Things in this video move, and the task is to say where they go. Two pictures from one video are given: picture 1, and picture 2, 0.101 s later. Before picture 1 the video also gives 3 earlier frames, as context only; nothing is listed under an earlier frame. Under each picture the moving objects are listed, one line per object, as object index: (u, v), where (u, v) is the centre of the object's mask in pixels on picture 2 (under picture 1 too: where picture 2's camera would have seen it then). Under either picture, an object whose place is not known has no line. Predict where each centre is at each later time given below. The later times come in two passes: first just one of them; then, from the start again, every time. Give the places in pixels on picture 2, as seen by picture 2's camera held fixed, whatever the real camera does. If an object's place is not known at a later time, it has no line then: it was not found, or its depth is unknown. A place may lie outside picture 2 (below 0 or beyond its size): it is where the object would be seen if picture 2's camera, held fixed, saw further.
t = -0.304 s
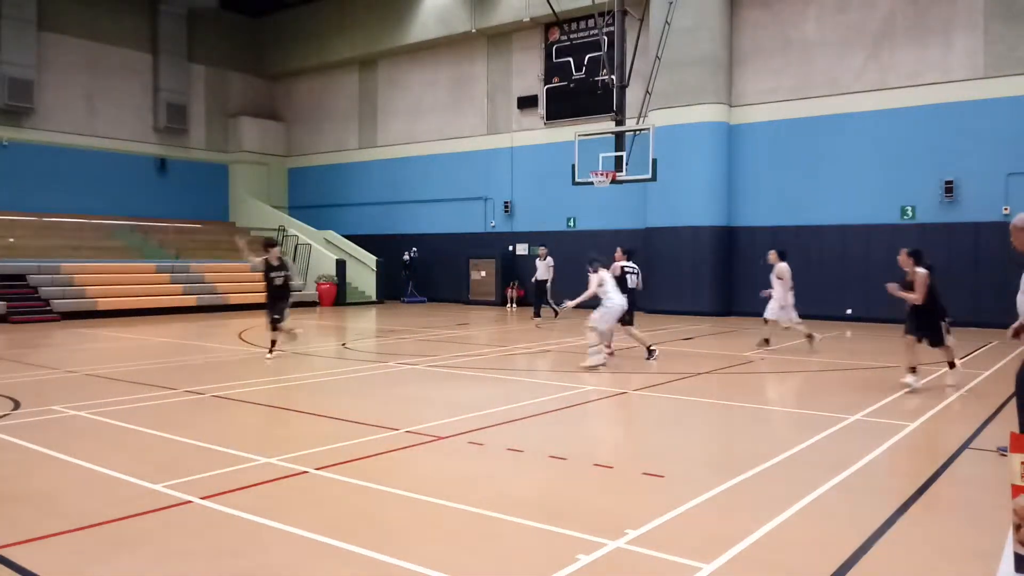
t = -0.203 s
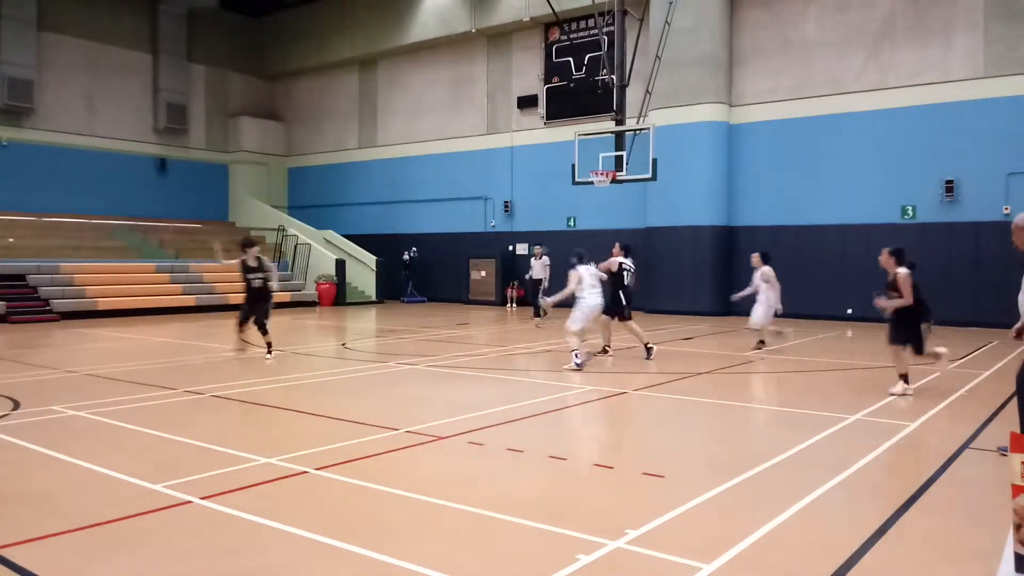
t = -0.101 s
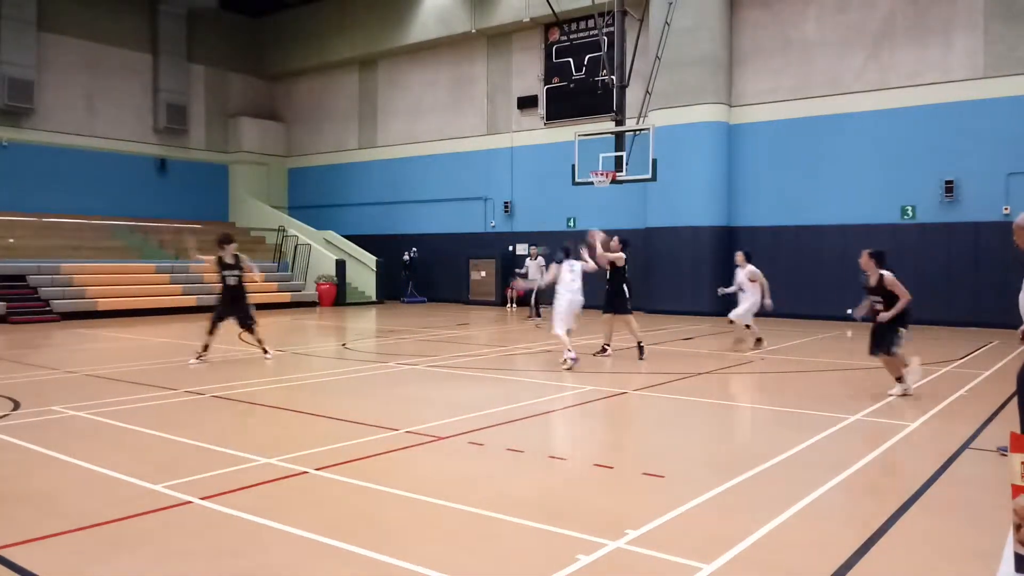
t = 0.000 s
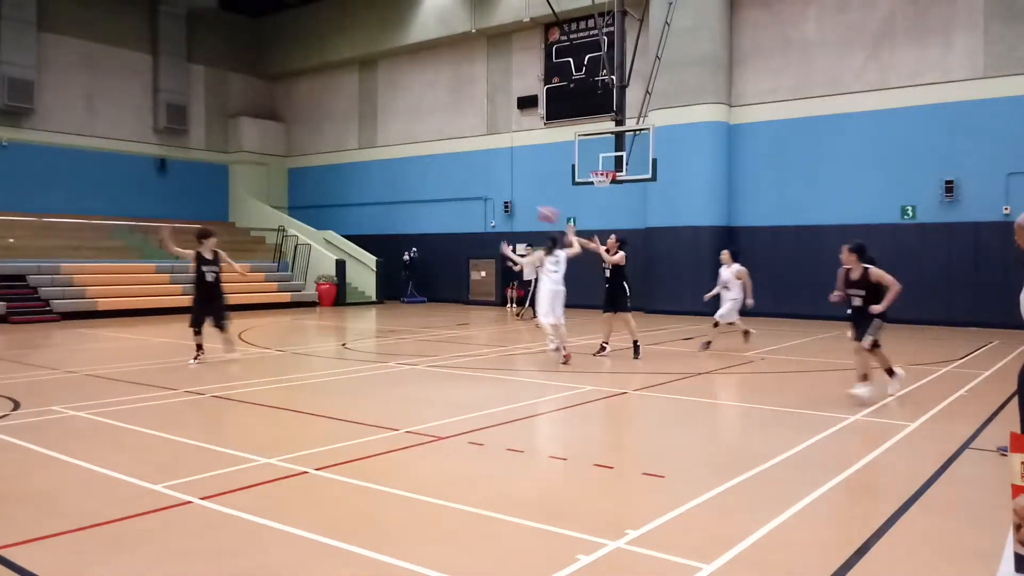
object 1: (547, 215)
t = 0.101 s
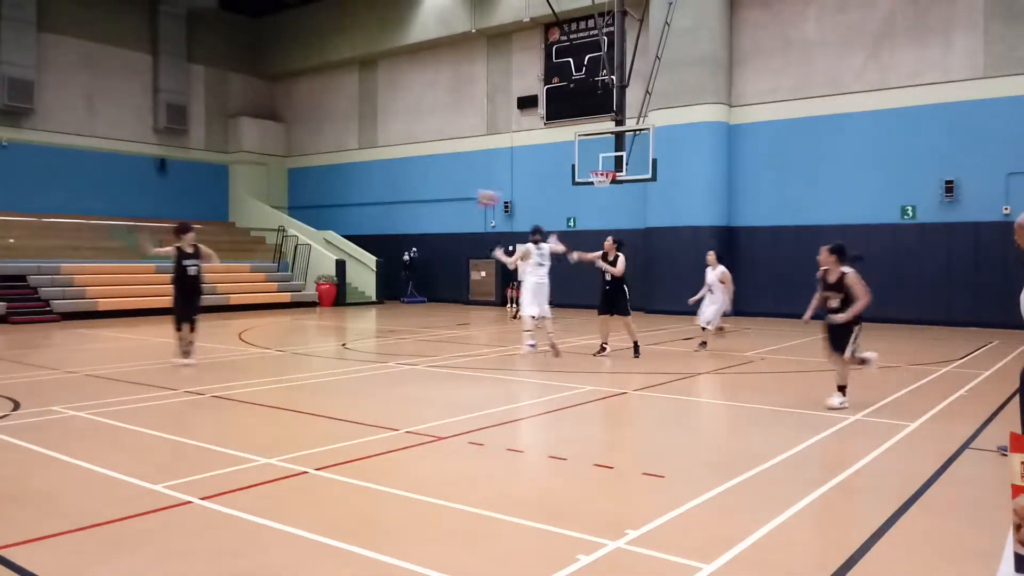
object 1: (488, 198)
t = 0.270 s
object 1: (379, 187)
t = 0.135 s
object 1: (468, 194)
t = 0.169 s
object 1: (447, 192)
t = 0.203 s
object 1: (425, 189)
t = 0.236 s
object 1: (401, 188)
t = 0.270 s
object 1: (379, 187)
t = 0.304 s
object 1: (354, 187)
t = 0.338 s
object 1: (329, 189)
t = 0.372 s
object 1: (305, 191)
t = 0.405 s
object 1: (280, 194)
